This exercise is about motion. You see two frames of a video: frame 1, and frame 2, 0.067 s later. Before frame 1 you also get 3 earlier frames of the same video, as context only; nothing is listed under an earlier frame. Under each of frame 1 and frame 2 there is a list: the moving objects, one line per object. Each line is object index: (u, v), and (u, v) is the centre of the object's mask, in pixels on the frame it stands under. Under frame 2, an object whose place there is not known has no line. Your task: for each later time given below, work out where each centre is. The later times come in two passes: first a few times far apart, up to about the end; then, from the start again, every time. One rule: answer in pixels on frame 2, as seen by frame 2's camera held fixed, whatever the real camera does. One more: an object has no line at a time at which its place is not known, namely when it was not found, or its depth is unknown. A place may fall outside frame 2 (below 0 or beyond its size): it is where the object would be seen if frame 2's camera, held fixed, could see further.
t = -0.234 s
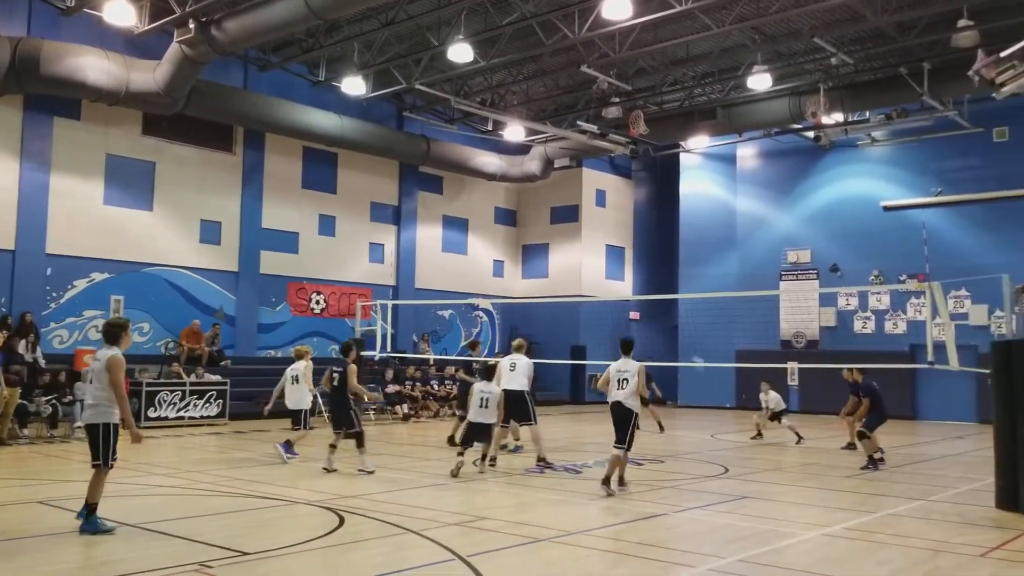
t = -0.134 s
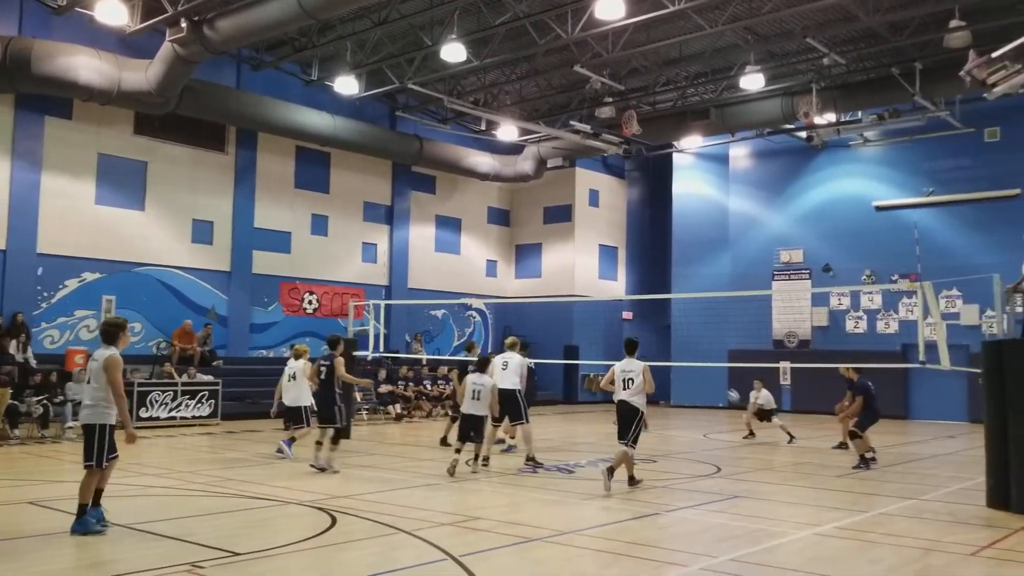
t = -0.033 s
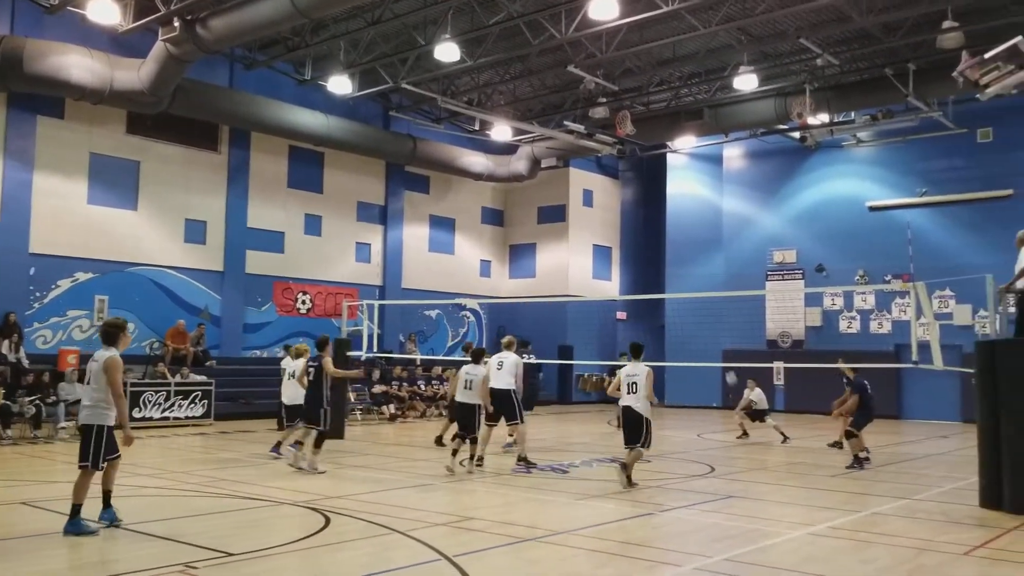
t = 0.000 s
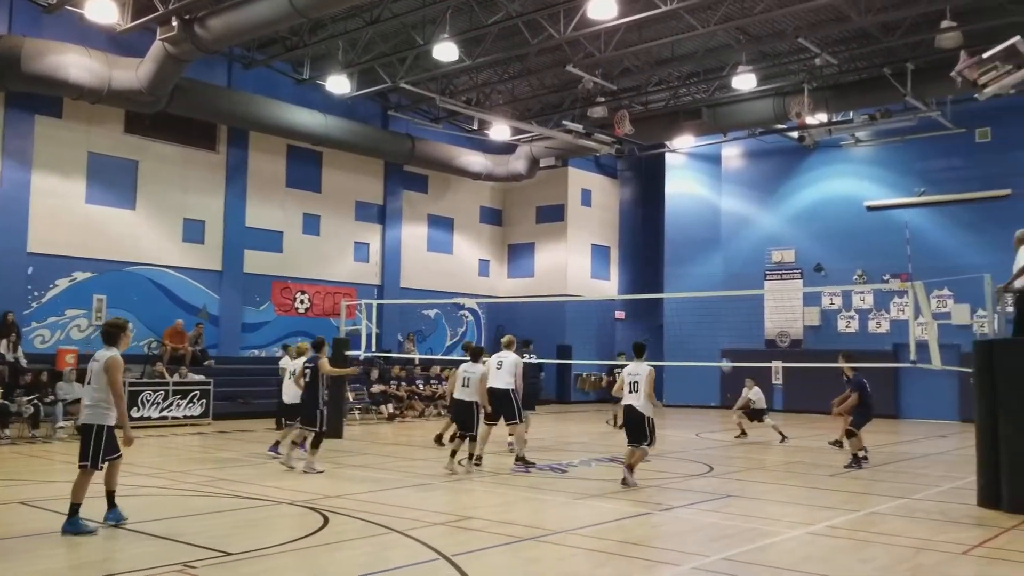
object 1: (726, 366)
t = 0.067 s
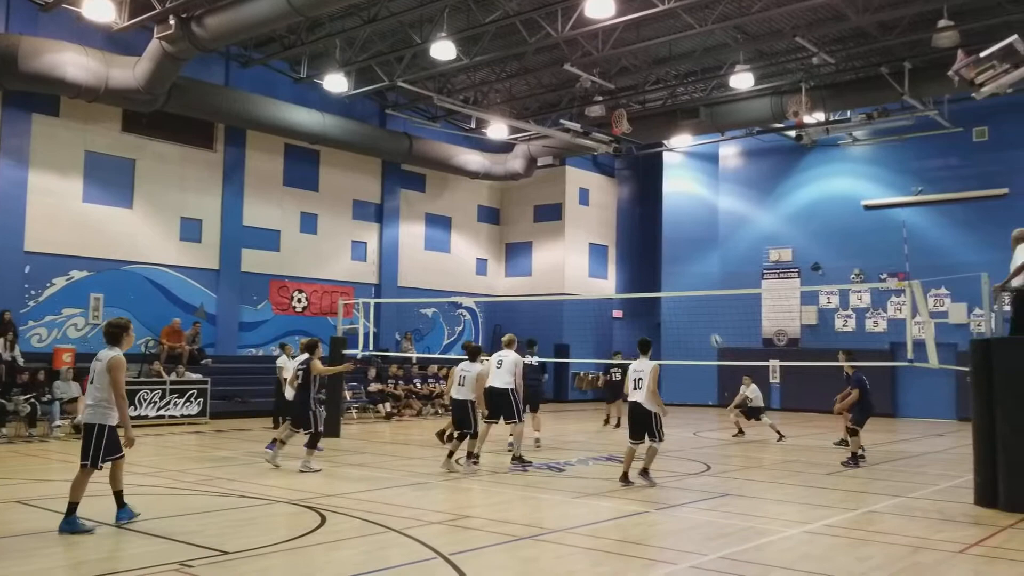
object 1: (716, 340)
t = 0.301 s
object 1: (689, 272)
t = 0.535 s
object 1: (663, 231)
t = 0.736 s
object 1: (642, 218)
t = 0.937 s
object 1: (619, 225)
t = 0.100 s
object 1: (712, 329)
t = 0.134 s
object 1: (709, 318)
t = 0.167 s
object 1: (704, 307)
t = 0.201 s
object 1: (701, 299)
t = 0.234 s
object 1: (697, 287)
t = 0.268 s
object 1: (694, 278)
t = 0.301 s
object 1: (689, 272)
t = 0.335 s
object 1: (687, 265)
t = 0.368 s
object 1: (683, 258)
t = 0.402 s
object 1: (679, 251)
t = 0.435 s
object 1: (675, 246)
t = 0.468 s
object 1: (672, 240)
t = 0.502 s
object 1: (670, 235)
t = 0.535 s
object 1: (663, 231)
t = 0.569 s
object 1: (661, 229)
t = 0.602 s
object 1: (657, 225)
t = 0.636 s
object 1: (653, 223)
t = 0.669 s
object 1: (649, 221)
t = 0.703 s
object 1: (645, 219)
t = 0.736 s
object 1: (642, 218)
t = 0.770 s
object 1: (638, 218)
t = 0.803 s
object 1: (634, 219)
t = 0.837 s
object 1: (630, 219)
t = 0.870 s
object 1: (626, 221)
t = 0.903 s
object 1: (622, 223)
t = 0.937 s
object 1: (619, 225)
